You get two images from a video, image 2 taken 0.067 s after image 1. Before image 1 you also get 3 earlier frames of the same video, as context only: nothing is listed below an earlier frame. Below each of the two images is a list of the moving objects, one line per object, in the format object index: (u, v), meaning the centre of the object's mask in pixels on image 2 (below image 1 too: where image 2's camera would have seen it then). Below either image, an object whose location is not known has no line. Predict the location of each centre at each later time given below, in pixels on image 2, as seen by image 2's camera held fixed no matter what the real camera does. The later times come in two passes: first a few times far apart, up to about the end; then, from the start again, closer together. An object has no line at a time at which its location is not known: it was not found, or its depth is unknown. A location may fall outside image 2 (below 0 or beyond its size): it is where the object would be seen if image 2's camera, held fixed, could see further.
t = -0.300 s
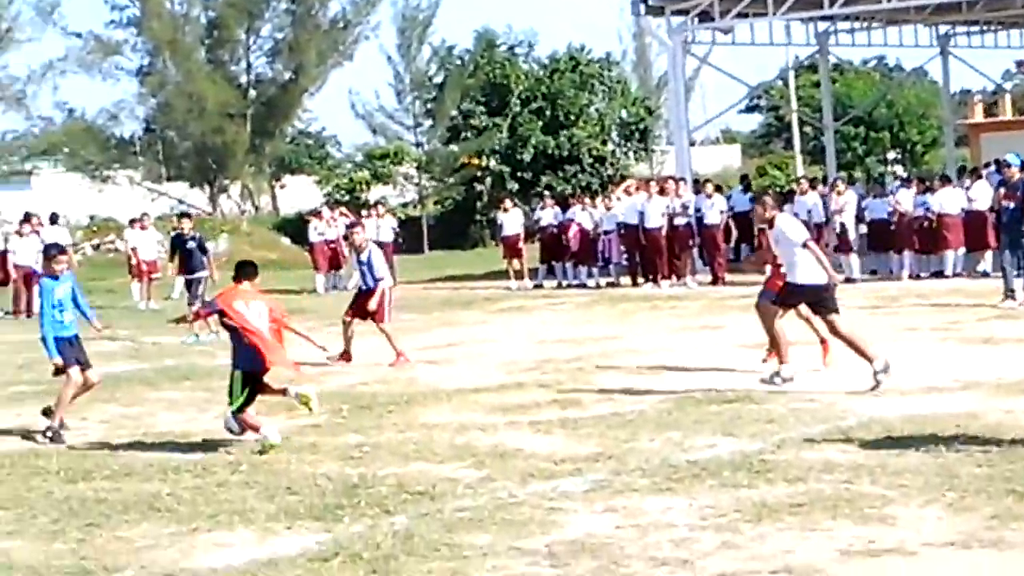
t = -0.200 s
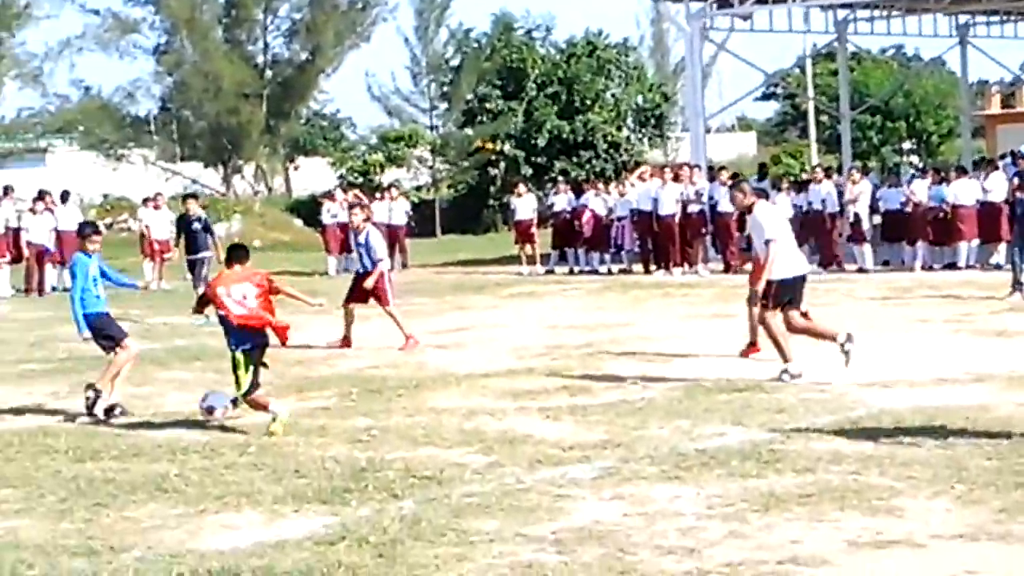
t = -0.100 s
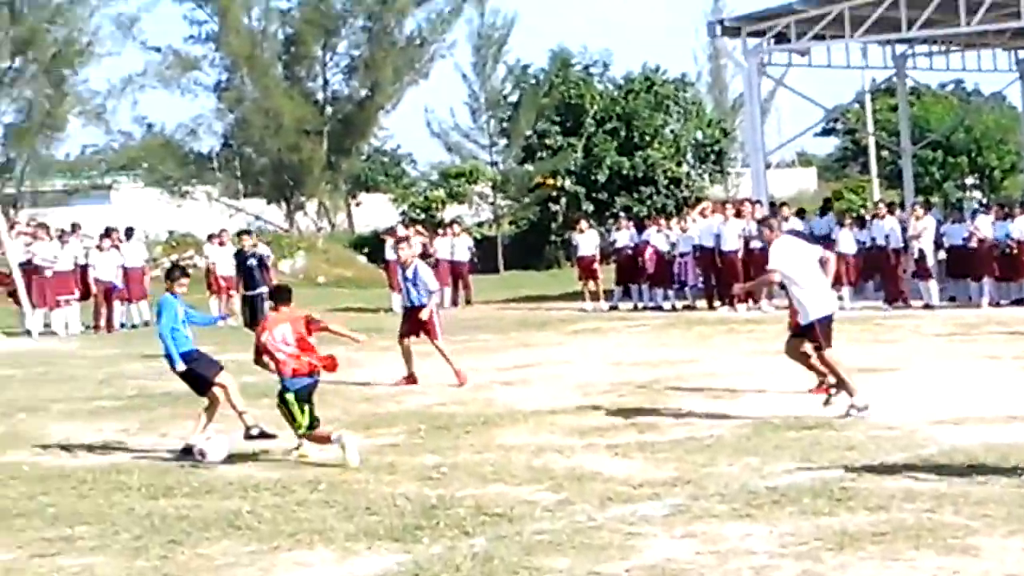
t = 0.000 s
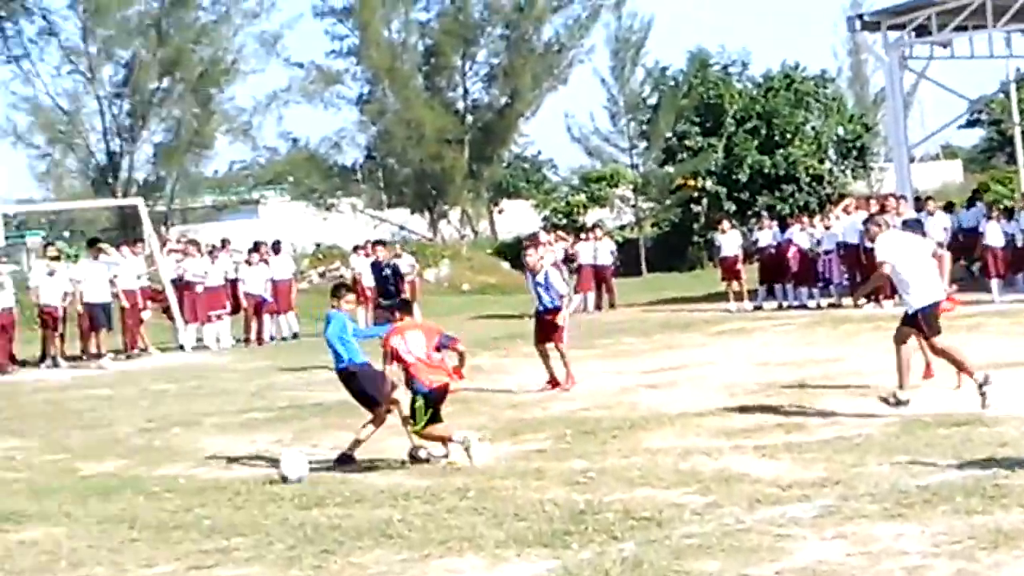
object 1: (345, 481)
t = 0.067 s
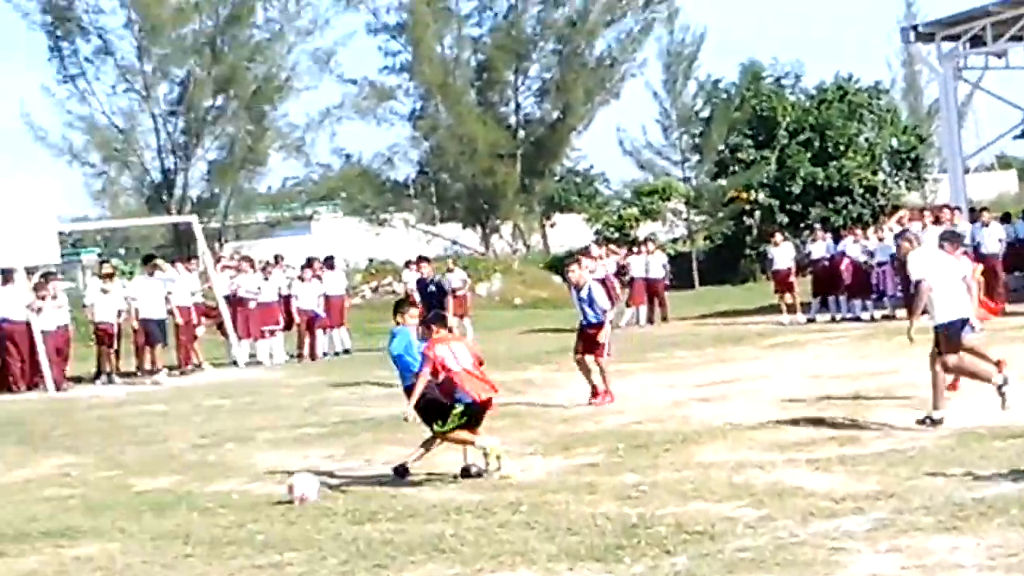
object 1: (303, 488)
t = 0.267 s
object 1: (199, 493)
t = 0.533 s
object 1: (85, 510)
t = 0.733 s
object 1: (8, 517)
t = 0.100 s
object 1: (284, 489)
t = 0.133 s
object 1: (266, 491)
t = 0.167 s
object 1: (247, 495)
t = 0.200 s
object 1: (229, 496)
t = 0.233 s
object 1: (214, 494)
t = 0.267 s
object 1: (199, 493)
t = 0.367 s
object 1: (154, 500)
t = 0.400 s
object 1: (138, 506)
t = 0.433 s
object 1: (125, 505)
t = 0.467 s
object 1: (111, 506)
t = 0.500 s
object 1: (98, 508)
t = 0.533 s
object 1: (85, 510)
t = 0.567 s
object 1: (71, 512)
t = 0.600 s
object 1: (59, 512)
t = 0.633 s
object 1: (45, 513)
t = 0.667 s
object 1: (33, 514)
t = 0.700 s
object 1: (21, 516)
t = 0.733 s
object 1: (8, 517)
